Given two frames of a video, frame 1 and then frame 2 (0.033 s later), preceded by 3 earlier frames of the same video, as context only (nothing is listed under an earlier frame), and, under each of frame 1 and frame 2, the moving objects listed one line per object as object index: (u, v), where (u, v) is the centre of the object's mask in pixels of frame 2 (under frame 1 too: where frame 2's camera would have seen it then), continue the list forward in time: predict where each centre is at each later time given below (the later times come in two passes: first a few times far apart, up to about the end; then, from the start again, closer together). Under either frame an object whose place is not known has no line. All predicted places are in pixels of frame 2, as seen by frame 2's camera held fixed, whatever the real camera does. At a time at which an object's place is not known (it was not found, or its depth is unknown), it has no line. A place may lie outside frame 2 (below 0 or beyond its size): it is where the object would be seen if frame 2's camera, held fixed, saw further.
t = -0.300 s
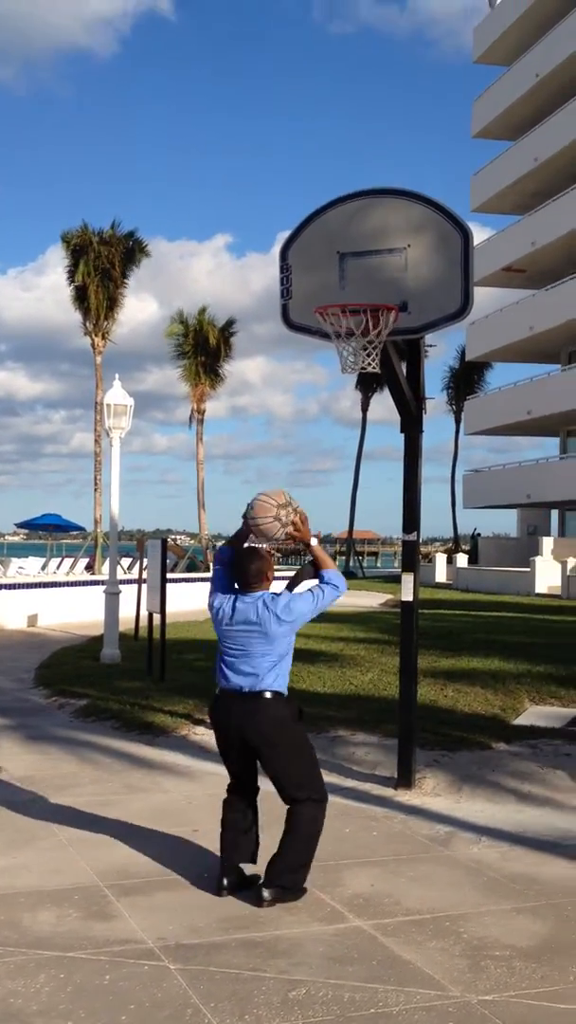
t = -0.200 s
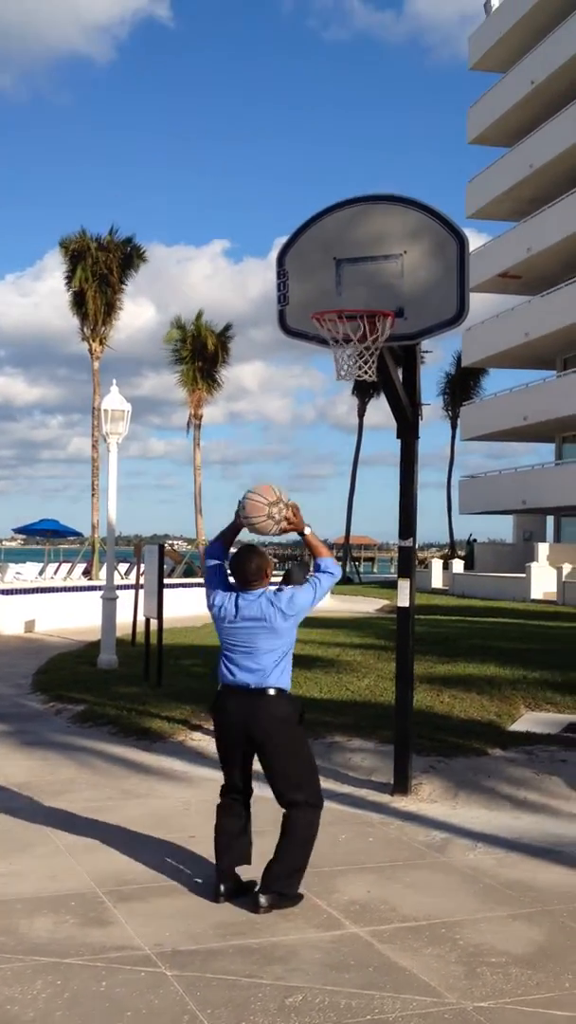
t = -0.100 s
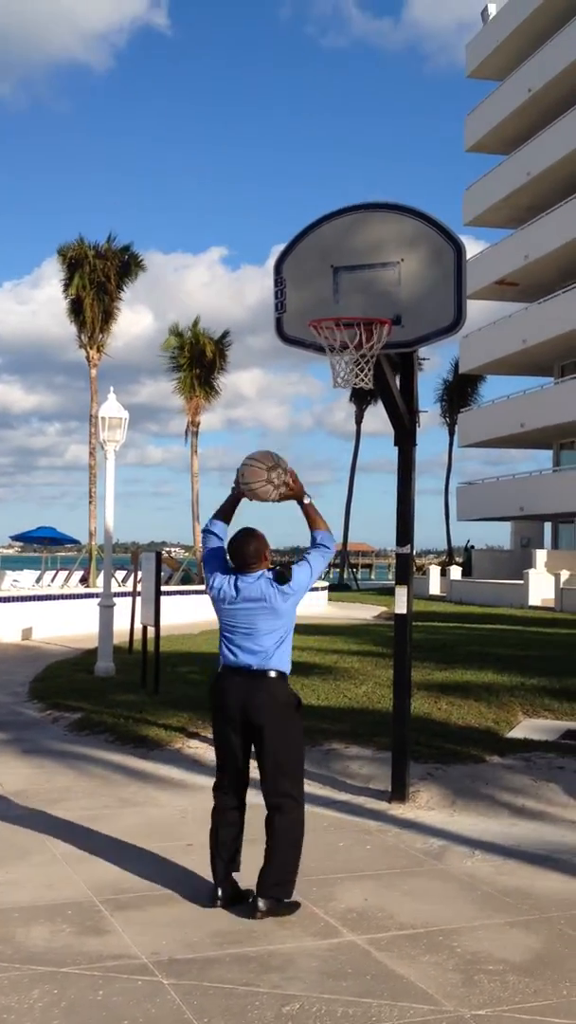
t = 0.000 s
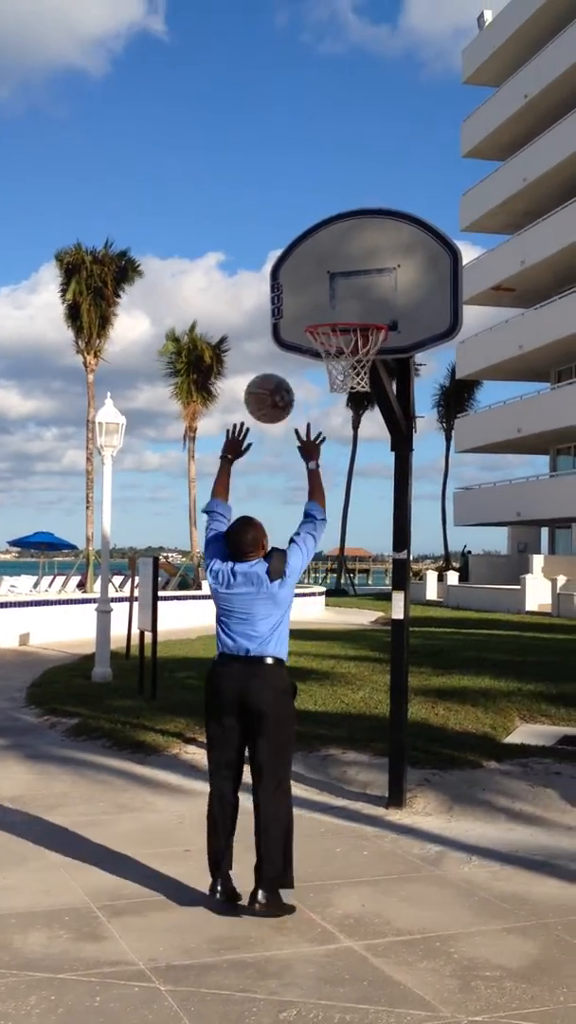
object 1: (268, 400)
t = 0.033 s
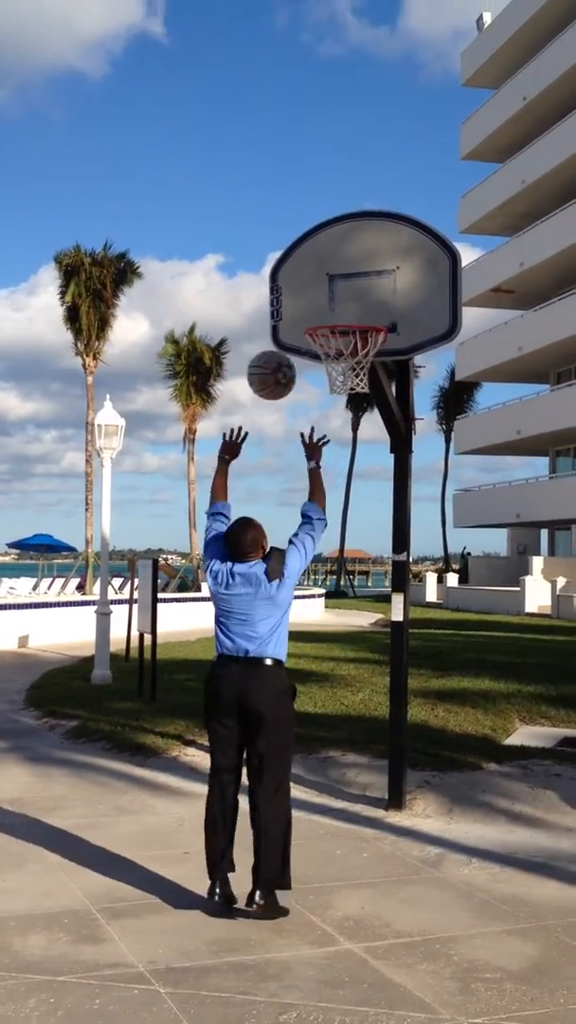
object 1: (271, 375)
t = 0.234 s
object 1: (288, 281)
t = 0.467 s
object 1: (309, 268)
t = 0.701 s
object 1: (325, 307)
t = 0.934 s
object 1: (323, 312)
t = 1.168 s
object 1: (311, 316)
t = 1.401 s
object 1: (294, 386)
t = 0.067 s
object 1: (274, 354)
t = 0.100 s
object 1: (277, 334)
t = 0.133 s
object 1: (280, 318)
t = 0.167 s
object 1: (282, 303)
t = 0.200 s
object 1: (285, 290)
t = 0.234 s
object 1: (288, 281)
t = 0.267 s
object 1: (290, 273)
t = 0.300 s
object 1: (293, 267)
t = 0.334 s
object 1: (296, 263)
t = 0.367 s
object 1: (299, 261)
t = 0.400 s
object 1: (302, 262)
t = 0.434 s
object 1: (305, 265)
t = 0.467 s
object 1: (309, 268)
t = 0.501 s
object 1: (312, 274)
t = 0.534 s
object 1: (315, 282)
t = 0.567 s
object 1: (317, 291)
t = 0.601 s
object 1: (320, 301)
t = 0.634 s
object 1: (322, 311)
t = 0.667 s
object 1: (324, 310)
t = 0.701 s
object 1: (325, 307)
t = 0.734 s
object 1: (326, 307)
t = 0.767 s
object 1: (327, 305)
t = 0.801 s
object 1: (326, 307)
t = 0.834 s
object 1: (326, 306)
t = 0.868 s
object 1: (326, 307)
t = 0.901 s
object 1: (323, 309)
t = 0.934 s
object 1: (323, 312)
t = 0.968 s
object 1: (322, 312)
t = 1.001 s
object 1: (323, 310)
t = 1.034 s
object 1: (320, 310)
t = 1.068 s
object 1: (318, 311)
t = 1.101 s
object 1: (317, 312)
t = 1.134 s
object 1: (314, 316)
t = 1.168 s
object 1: (311, 316)
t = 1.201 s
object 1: (309, 318)
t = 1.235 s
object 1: (306, 322)
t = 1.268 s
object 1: (301, 345)
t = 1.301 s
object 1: (300, 353)
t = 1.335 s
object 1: (299, 361)
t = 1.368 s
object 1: (297, 373)
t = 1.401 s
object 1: (294, 386)
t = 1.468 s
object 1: (290, 420)
